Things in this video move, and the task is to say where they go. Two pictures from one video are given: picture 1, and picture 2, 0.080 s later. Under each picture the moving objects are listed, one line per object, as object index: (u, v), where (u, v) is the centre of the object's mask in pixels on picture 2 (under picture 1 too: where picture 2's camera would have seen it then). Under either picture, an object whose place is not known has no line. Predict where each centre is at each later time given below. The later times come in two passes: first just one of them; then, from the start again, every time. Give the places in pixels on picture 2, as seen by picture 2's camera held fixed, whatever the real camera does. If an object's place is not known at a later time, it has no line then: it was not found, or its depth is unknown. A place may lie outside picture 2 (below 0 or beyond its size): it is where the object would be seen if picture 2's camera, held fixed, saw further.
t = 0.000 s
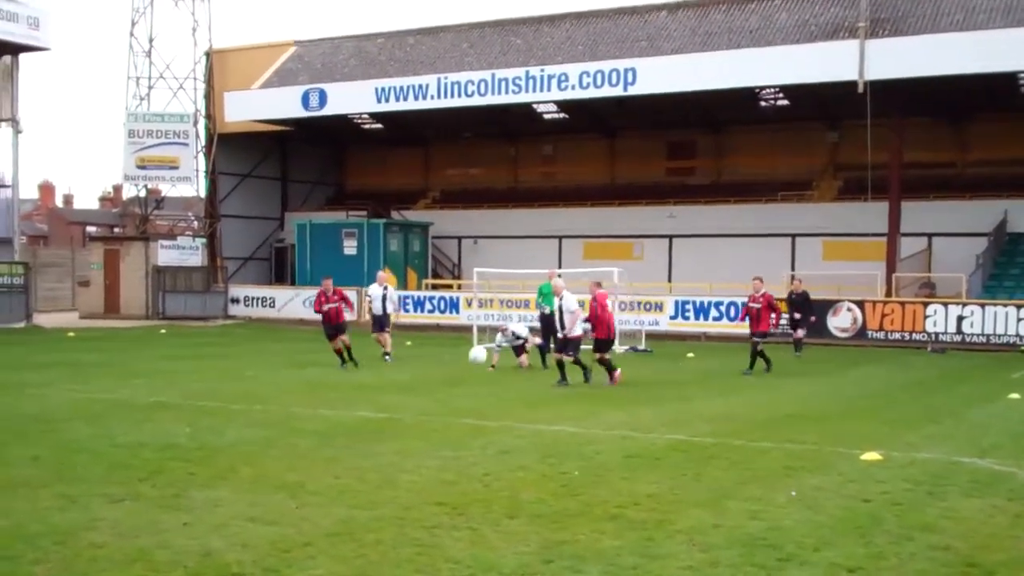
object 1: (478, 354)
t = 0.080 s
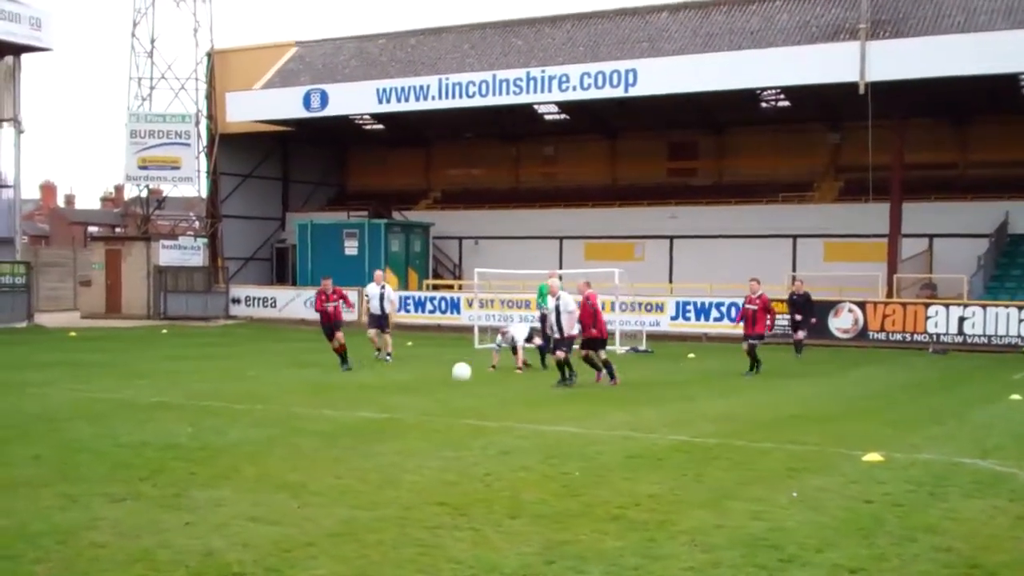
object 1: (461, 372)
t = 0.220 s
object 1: (425, 408)
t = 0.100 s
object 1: (457, 375)
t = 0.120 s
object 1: (451, 381)
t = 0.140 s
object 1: (446, 386)
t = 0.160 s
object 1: (441, 392)
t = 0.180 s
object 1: (435, 399)
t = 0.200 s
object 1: (430, 408)
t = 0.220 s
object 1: (425, 408)
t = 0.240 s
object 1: (422, 406)
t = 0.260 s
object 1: (418, 402)
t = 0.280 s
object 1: (415, 400)
